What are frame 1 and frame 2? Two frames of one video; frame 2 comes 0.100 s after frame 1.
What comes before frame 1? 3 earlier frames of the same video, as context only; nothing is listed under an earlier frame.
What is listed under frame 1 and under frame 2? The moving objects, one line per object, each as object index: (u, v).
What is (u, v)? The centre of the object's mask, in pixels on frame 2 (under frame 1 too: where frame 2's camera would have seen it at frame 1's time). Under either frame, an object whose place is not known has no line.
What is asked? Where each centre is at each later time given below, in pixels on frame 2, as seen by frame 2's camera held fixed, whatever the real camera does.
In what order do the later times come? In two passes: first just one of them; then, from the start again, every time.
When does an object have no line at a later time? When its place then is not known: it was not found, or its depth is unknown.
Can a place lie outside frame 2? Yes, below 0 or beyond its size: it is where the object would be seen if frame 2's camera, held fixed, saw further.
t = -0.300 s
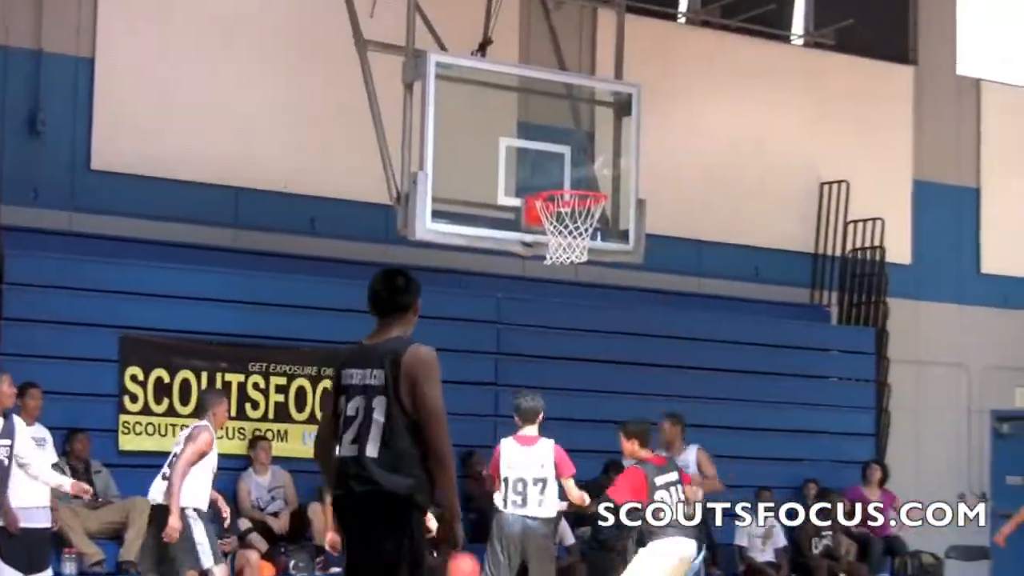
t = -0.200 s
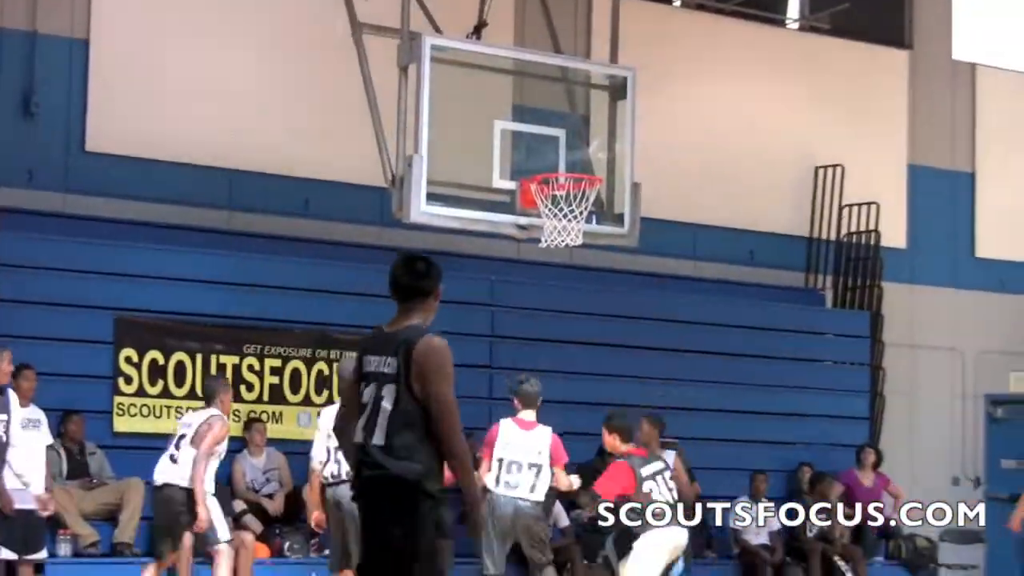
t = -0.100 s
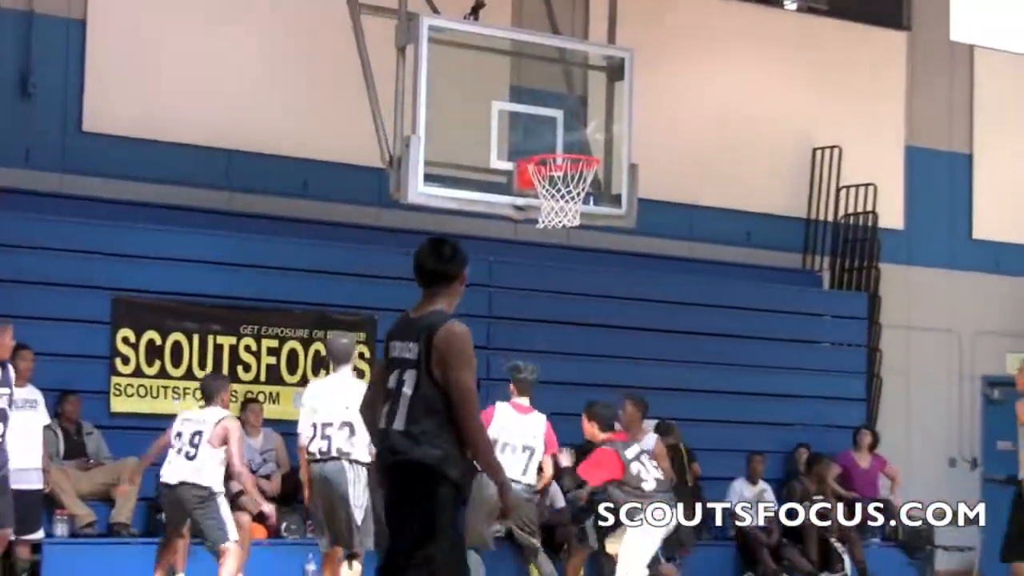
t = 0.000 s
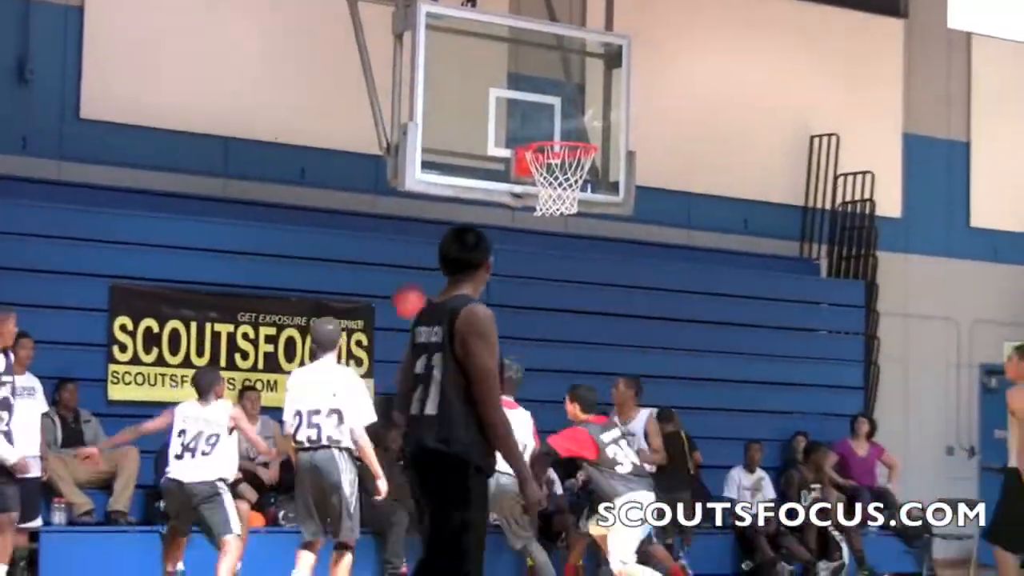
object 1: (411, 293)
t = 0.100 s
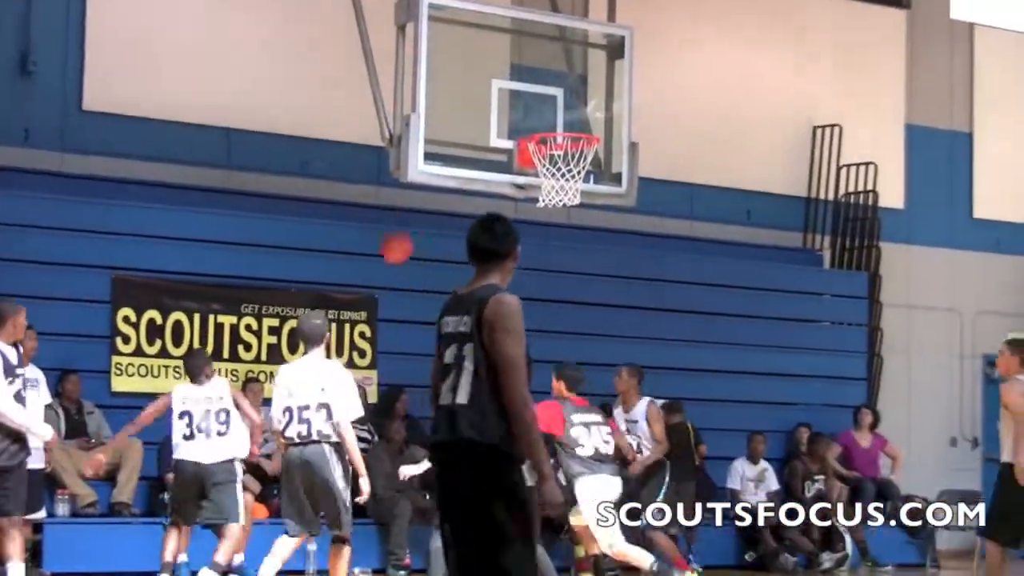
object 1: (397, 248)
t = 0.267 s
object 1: (370, 203)
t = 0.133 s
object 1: (391, 235)
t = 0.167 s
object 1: (386, 225)
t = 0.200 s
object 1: (381, 216)
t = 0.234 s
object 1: (375, 208)
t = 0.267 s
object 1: (370, 203)
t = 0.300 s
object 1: (364, 199)
